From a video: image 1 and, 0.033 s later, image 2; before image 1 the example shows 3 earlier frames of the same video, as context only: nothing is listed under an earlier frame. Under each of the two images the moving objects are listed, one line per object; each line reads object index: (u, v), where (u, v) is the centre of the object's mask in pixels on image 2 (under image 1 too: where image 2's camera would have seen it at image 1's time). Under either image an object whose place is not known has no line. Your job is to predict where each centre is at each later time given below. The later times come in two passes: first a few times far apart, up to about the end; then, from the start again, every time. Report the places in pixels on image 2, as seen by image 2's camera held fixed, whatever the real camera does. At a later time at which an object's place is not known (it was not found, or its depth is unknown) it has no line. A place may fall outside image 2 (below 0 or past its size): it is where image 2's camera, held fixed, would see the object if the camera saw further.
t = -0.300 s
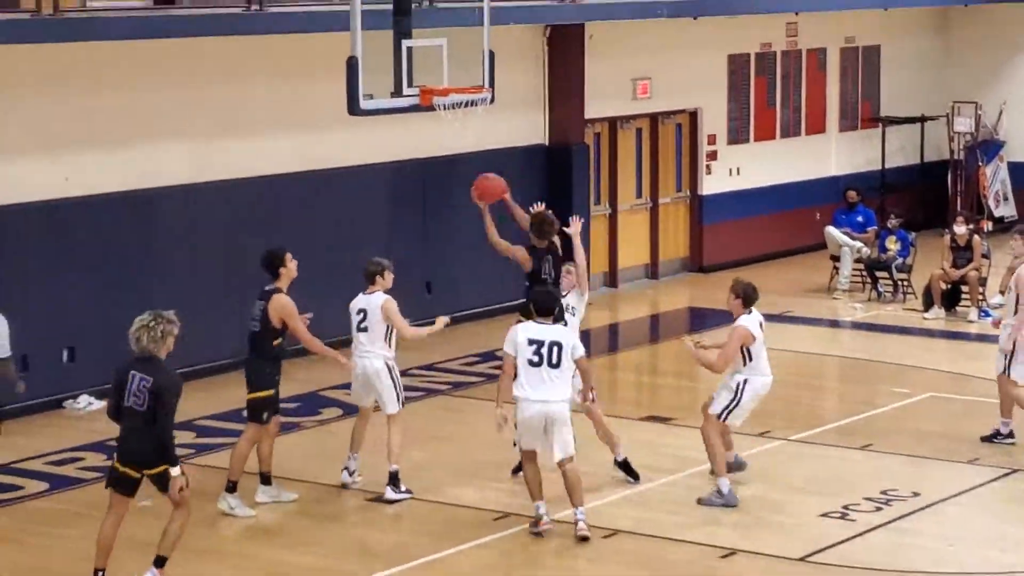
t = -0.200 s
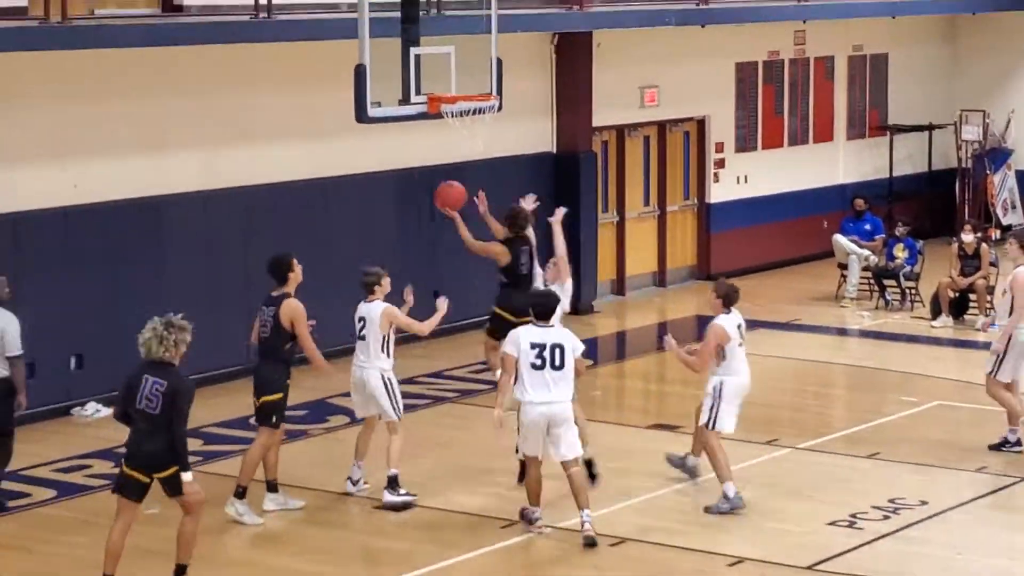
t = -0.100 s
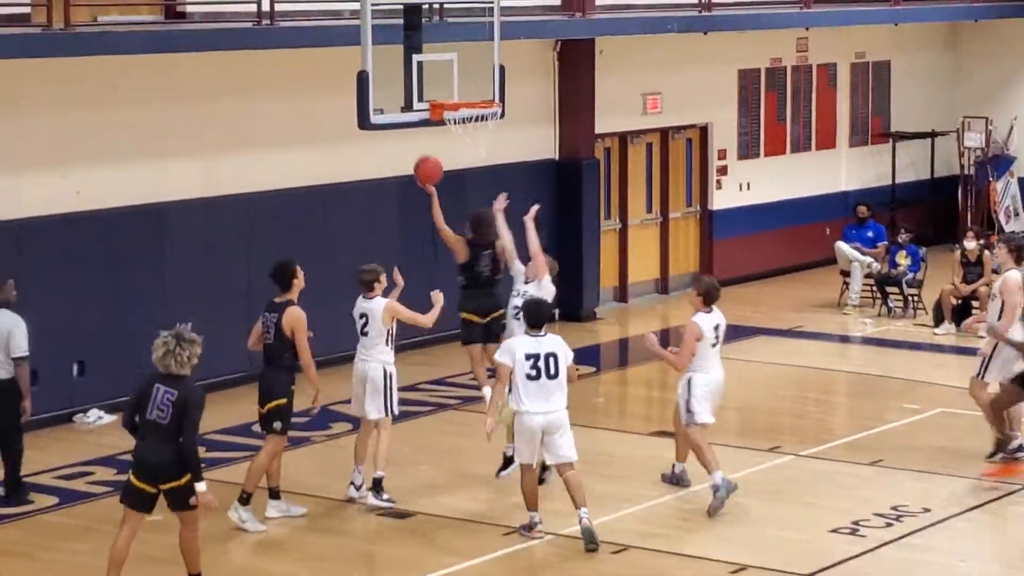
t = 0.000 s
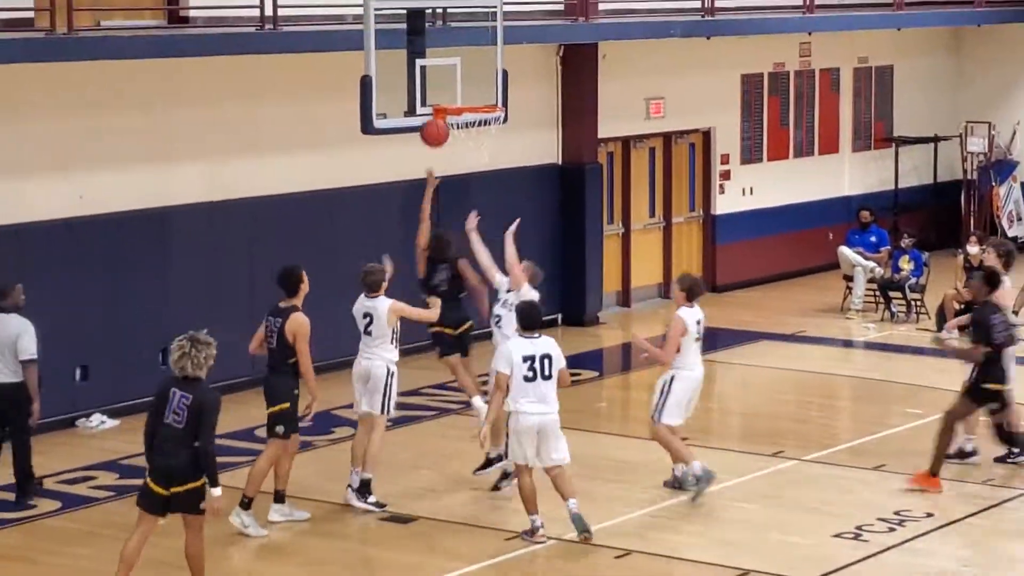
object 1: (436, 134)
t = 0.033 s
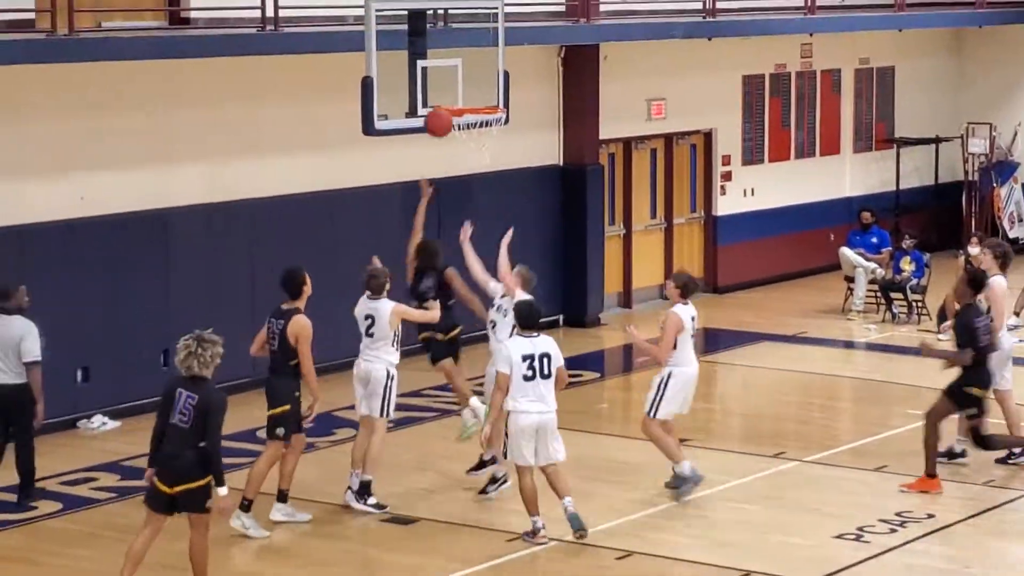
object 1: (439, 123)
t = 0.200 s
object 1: (451, 87)
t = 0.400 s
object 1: (466, 88)
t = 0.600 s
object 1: (483, 127)
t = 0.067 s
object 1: (440, 113)
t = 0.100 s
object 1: (443, 104)
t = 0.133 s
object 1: (446, 97)
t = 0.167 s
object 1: (449, 91)
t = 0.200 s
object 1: (451, 87)
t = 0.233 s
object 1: (453, 84)
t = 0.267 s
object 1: (456, 82)
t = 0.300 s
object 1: (458, 81)
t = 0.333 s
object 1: (461, 82)
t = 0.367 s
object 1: (463, 84)
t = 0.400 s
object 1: (466, 88)
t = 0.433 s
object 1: (468, 92)
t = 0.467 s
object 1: (471, 97)
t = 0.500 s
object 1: (473, 101)
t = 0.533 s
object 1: (474, 105)
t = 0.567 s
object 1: (477, 119)
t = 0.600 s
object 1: (483, 127)
